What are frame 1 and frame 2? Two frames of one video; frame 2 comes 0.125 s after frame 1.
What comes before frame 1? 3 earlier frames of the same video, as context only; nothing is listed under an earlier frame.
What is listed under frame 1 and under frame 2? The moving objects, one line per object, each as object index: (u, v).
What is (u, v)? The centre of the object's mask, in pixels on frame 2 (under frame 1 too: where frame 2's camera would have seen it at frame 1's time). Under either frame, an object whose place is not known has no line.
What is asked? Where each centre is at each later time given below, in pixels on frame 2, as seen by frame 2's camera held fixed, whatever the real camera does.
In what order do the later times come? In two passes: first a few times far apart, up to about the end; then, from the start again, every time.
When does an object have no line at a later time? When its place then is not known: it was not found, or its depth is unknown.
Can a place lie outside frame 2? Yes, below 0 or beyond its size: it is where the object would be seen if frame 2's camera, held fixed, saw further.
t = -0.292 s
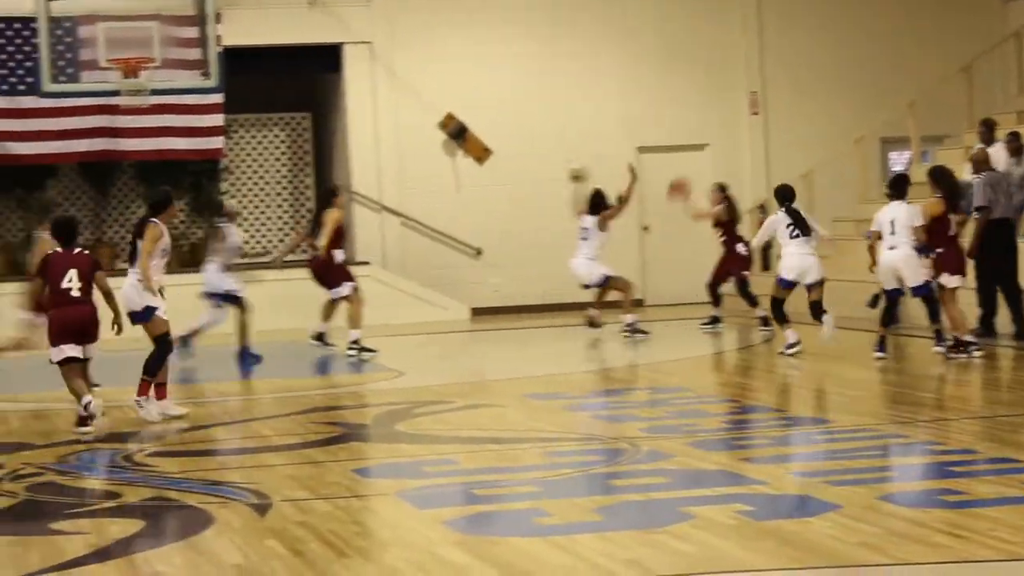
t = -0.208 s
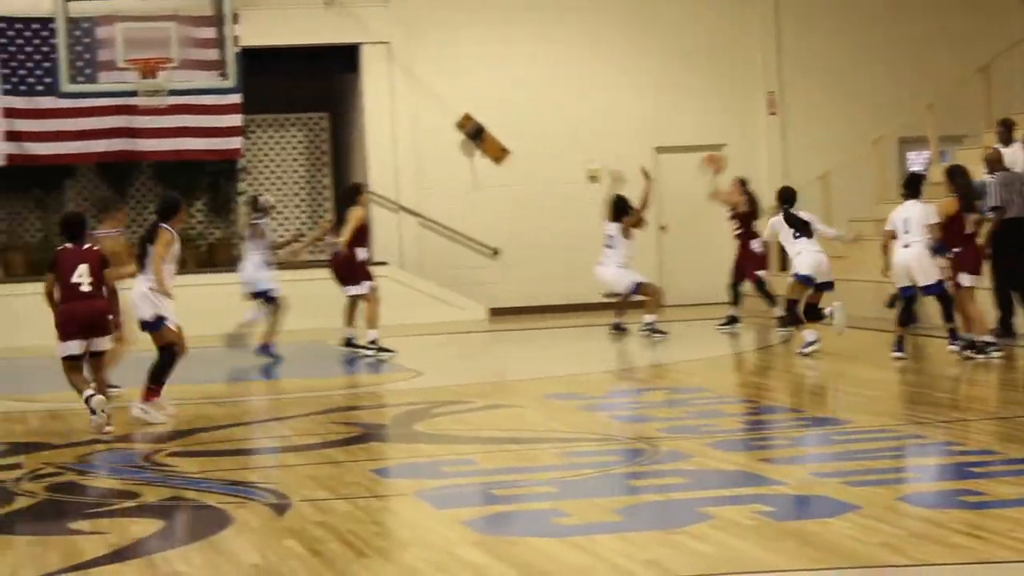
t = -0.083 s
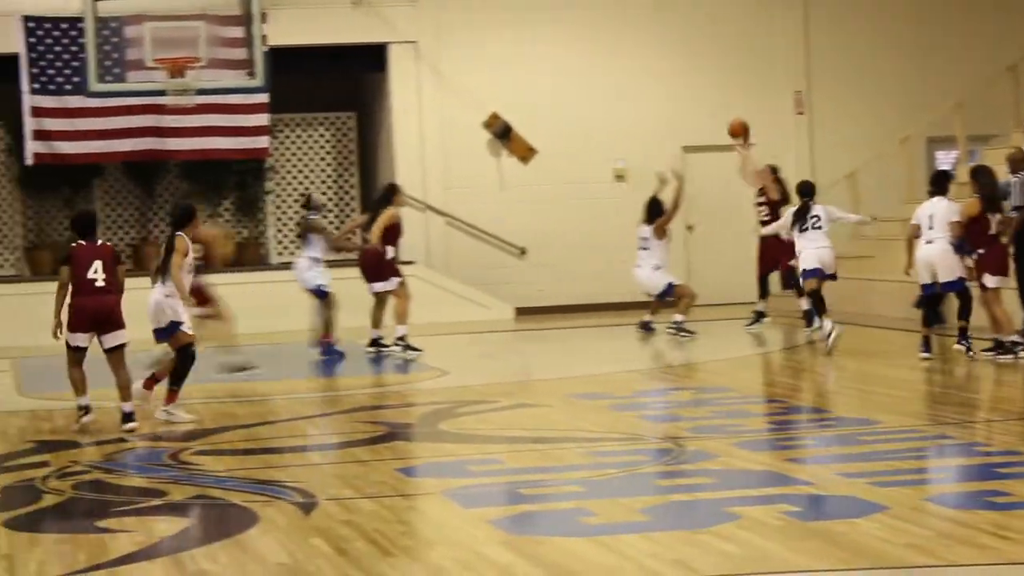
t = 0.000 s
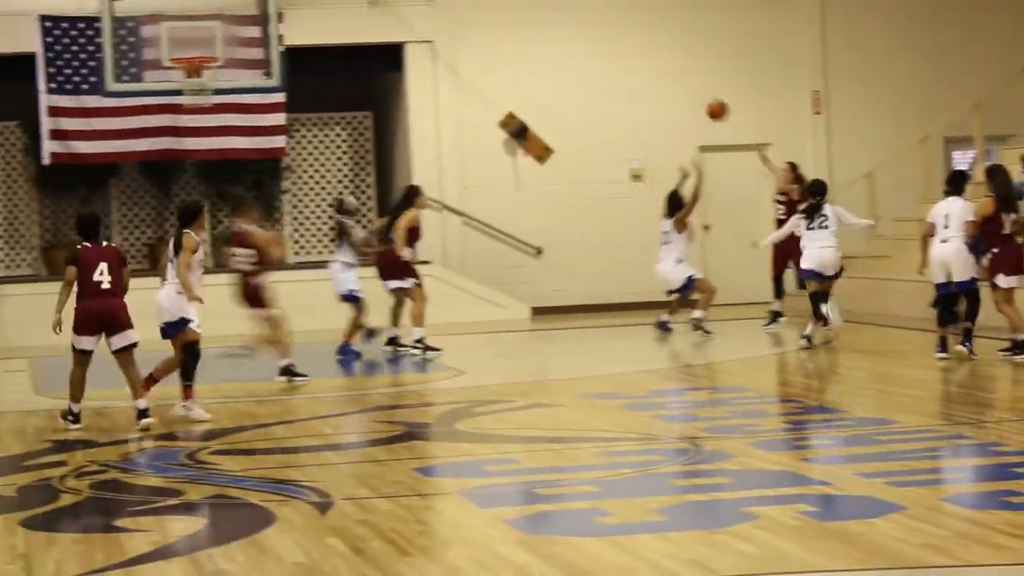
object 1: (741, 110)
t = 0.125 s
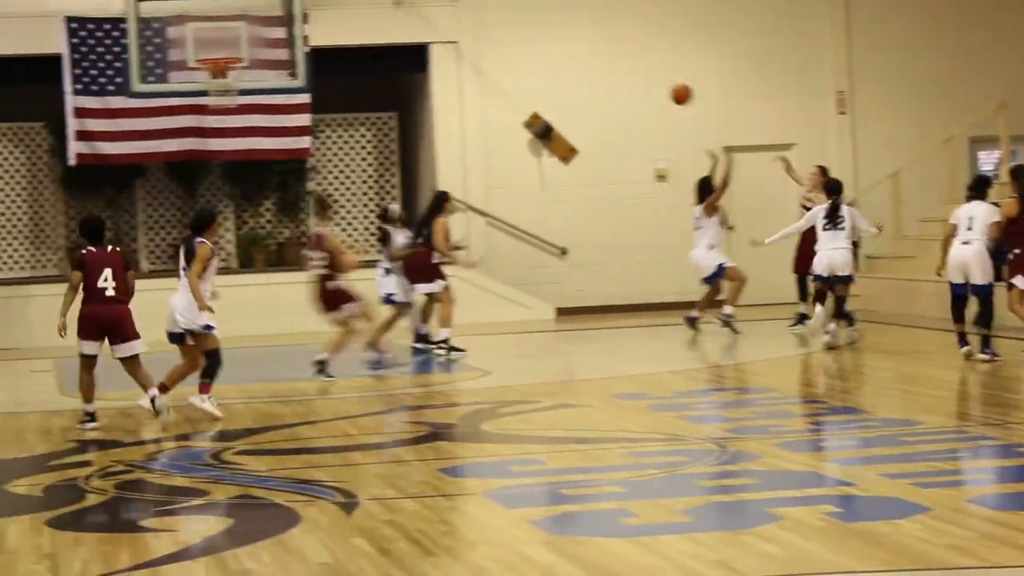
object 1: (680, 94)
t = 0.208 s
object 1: (640, 92)
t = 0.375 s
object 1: (561, 106)
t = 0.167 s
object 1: (660, 92)
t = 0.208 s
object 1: (640, 92)
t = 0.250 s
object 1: (621, 93)
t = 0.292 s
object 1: (600, 96)
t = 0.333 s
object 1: (581, 100)
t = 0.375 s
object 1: (561, 106)
